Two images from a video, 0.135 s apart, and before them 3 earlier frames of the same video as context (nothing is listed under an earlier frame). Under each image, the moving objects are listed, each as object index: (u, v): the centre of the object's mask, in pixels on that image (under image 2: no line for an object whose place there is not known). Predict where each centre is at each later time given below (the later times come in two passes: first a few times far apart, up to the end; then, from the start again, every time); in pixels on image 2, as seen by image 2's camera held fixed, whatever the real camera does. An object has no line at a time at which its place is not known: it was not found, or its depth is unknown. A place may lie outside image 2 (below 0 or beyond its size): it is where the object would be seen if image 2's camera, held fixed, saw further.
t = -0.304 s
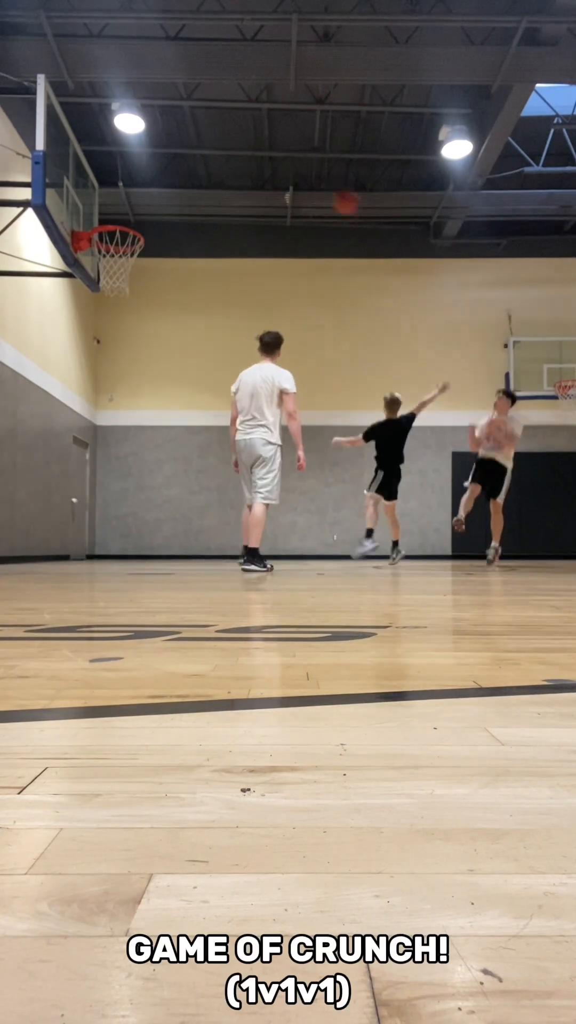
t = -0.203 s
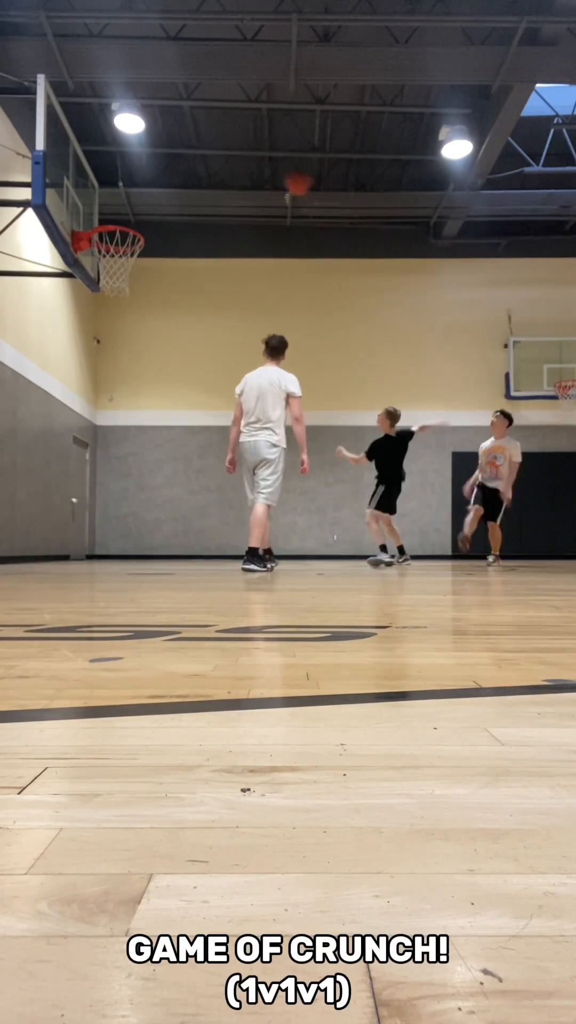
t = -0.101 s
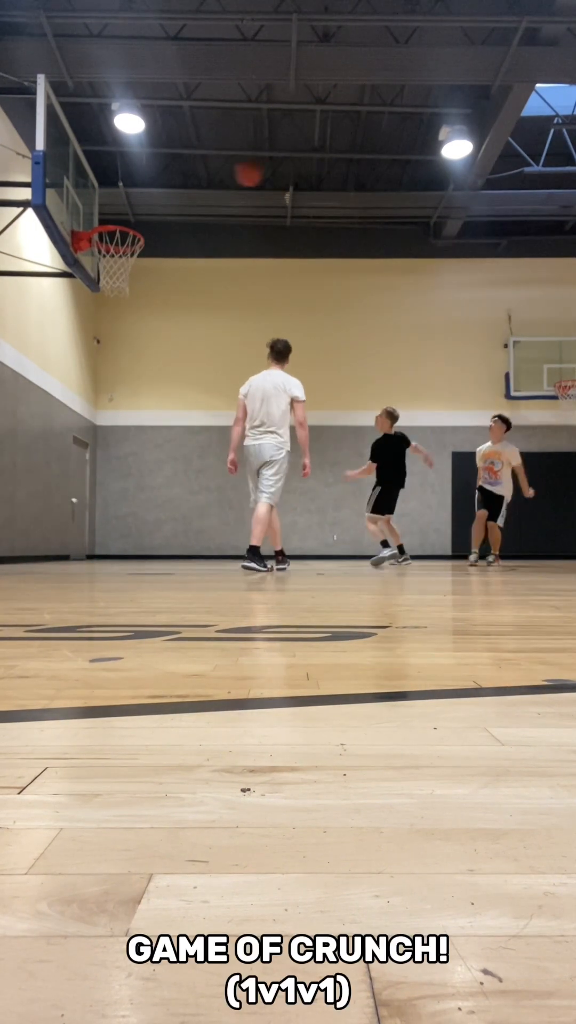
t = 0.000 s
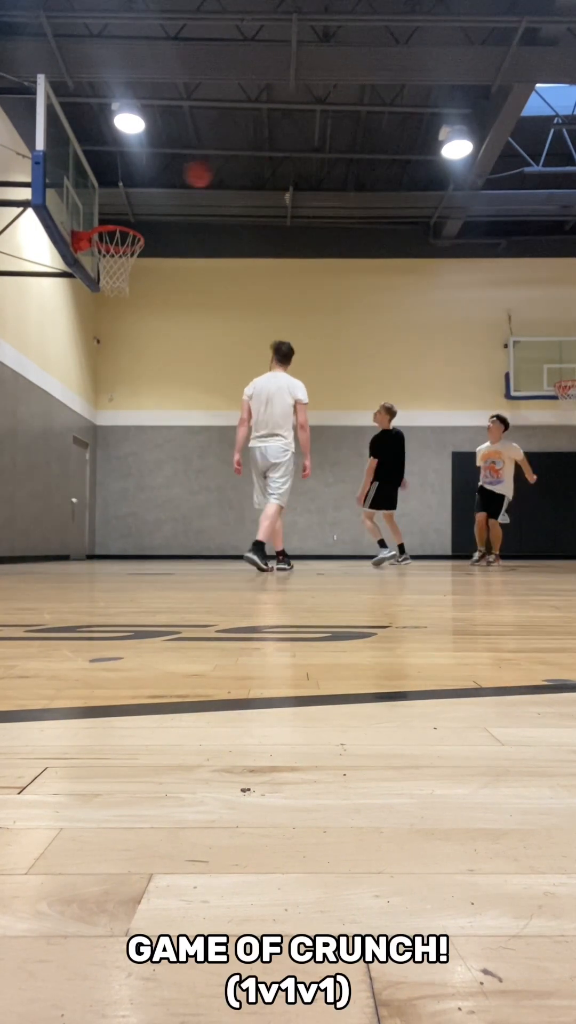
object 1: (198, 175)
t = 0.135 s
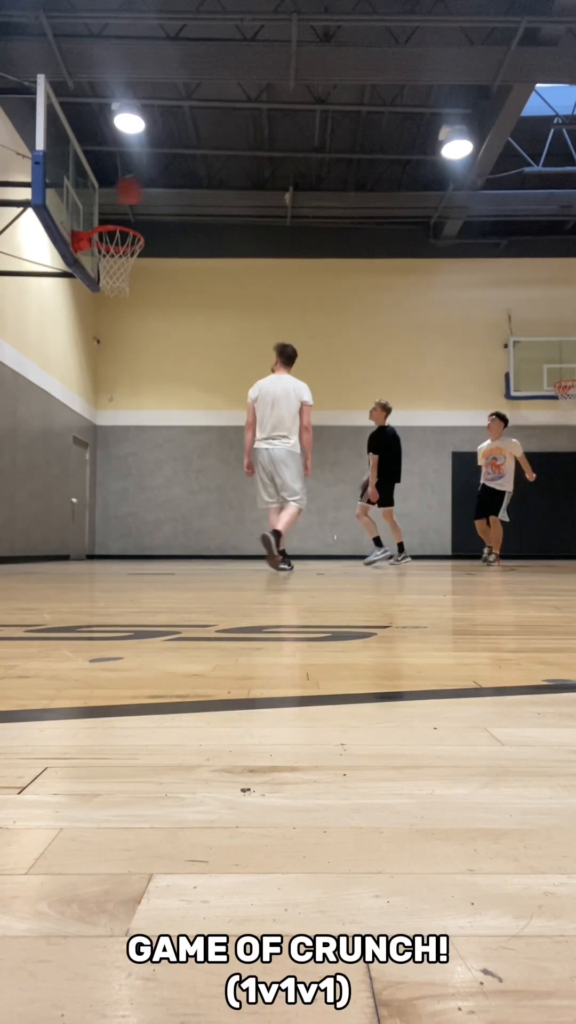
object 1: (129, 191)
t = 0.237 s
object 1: (92, 213)
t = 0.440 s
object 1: (113, 270)
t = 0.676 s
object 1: (83, 320)
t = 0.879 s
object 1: (60, 403)
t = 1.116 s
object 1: (35, 549)
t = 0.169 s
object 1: (112, 198)
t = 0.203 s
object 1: (93, 207)
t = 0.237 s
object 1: (92, 213)
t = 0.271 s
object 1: (105, 220)
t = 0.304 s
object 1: (118, 230)
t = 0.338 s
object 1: (129, 241)
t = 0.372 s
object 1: (128, 246)
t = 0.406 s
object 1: (119, 259)
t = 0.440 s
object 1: (113, 270)
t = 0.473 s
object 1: (106, 277)
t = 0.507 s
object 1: (103, 286)
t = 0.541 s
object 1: (98, 289)
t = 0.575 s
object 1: (95, 294)
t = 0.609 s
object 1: (91, 301)
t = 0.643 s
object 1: (87, 310)
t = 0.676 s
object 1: (83, 320)
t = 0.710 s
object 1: (79, 331)
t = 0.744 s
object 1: (76, 343)
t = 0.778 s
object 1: (72, 356)
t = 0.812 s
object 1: (68, 371)
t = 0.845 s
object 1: (64, 386)
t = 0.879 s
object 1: (60, 403)
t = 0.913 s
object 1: (57, 421)
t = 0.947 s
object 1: (53, 439)
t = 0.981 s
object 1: (49, 458)
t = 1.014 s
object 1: (46, 479)
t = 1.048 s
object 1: (42, 501)
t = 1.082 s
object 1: (38, 524)
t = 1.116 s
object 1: (35, 549)
